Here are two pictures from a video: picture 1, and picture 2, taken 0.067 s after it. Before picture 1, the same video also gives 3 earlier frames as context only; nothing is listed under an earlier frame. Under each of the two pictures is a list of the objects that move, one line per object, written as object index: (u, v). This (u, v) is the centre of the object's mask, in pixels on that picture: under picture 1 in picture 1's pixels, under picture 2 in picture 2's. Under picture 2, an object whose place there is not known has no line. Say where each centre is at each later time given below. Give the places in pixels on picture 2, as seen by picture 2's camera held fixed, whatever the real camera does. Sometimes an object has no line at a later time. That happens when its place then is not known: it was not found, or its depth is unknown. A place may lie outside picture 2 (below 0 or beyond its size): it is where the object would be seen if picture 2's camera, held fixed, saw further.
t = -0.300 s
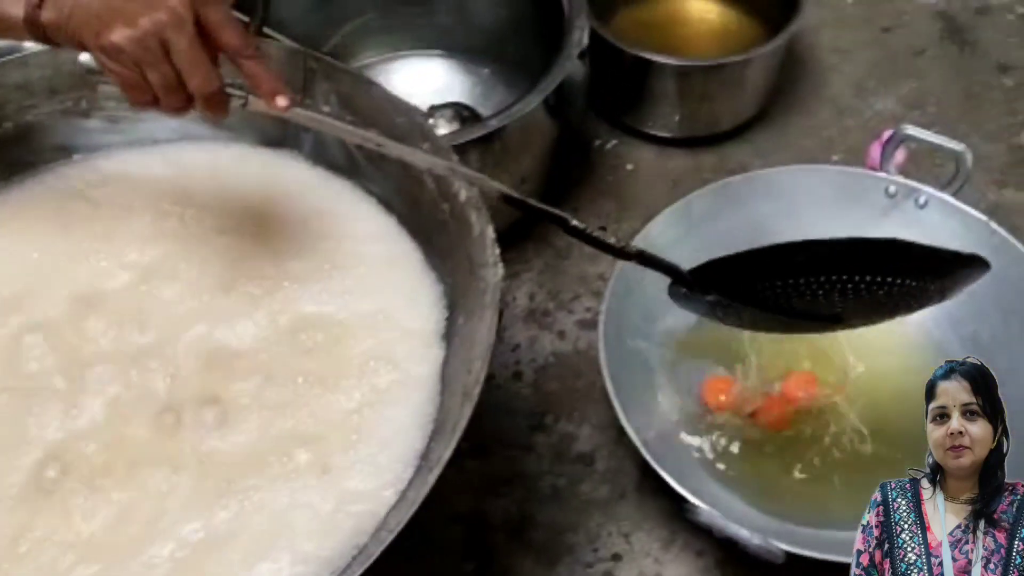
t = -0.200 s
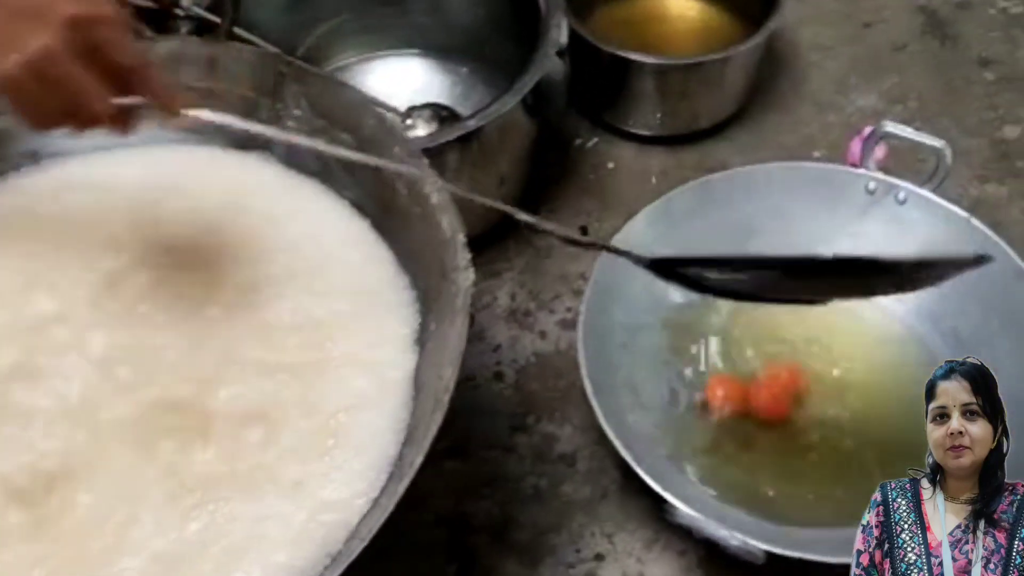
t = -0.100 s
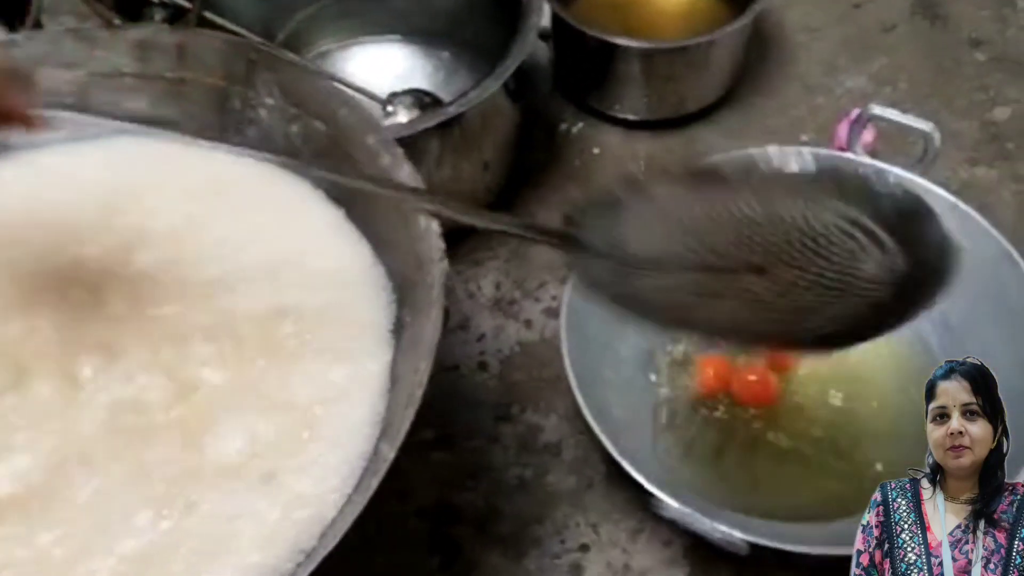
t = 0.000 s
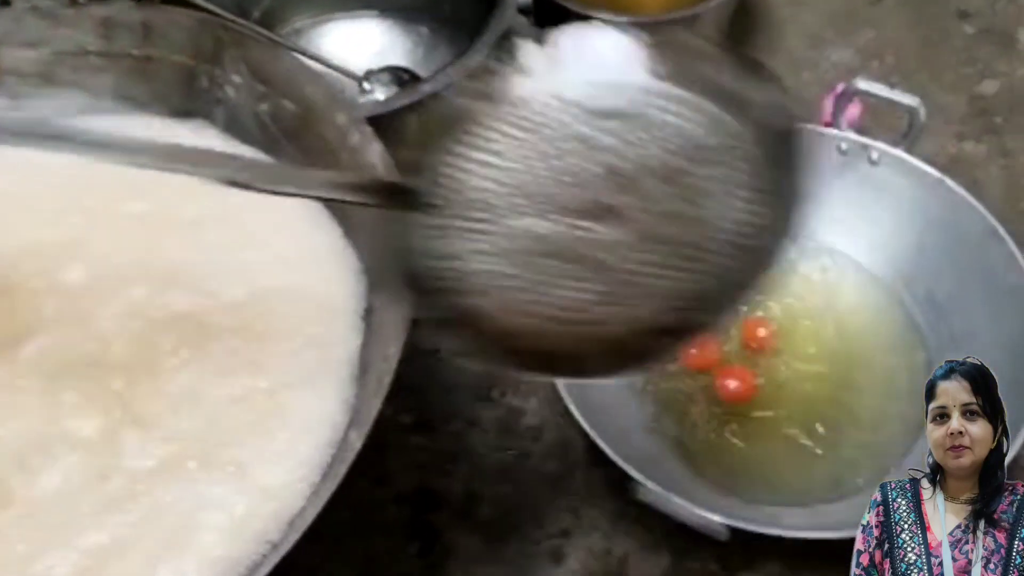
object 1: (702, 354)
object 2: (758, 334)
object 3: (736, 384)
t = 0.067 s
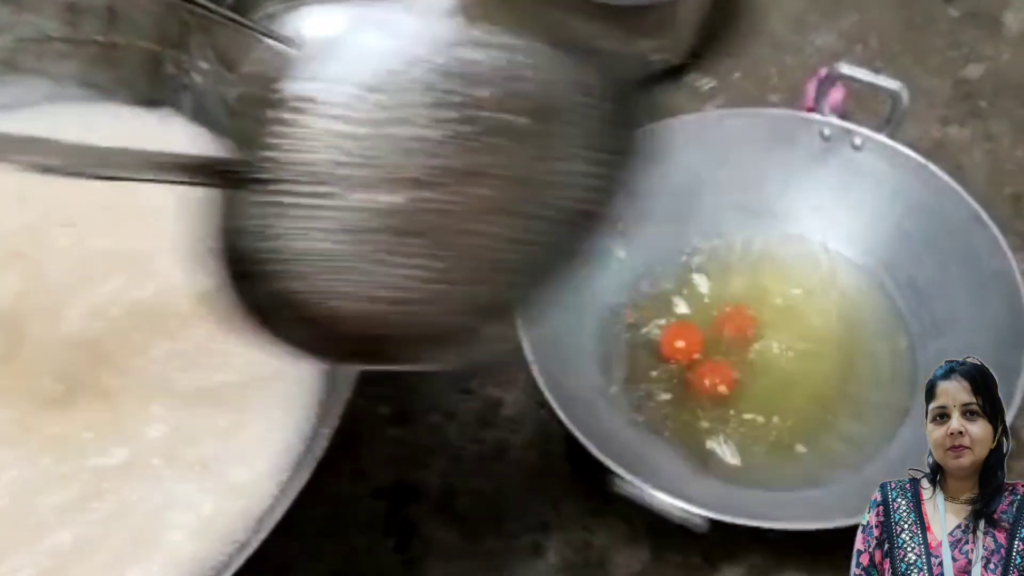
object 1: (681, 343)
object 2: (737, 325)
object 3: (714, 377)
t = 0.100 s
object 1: (681, 345)
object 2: (737, 322)
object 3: (713, 381)
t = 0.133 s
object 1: (681, 346)
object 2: (737, 322)
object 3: (713, 380)
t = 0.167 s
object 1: (676, 346)
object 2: (738, 319)
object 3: (712, 381)
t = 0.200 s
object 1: (675, 347)
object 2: (740, 319)
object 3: (711, 384)
